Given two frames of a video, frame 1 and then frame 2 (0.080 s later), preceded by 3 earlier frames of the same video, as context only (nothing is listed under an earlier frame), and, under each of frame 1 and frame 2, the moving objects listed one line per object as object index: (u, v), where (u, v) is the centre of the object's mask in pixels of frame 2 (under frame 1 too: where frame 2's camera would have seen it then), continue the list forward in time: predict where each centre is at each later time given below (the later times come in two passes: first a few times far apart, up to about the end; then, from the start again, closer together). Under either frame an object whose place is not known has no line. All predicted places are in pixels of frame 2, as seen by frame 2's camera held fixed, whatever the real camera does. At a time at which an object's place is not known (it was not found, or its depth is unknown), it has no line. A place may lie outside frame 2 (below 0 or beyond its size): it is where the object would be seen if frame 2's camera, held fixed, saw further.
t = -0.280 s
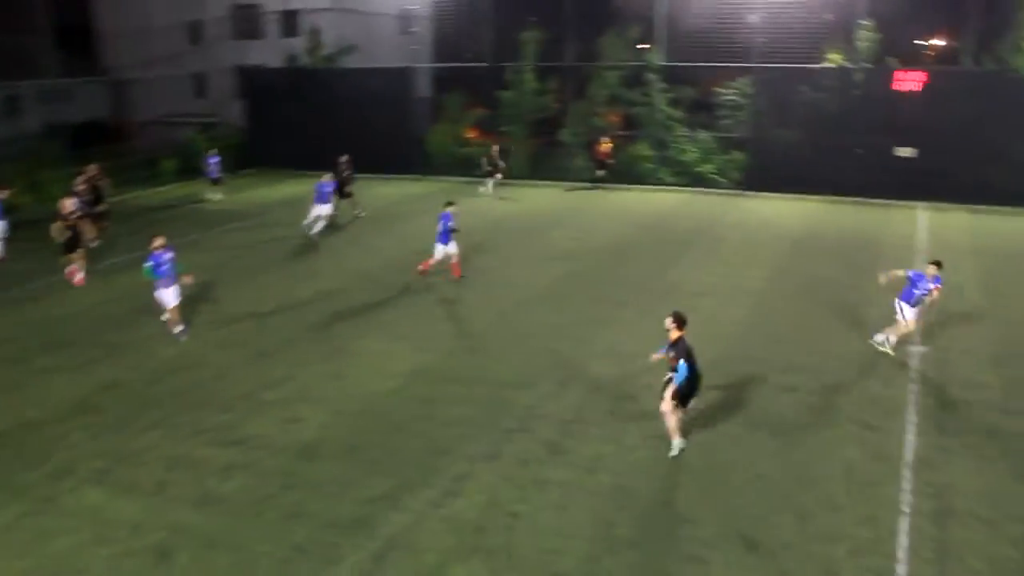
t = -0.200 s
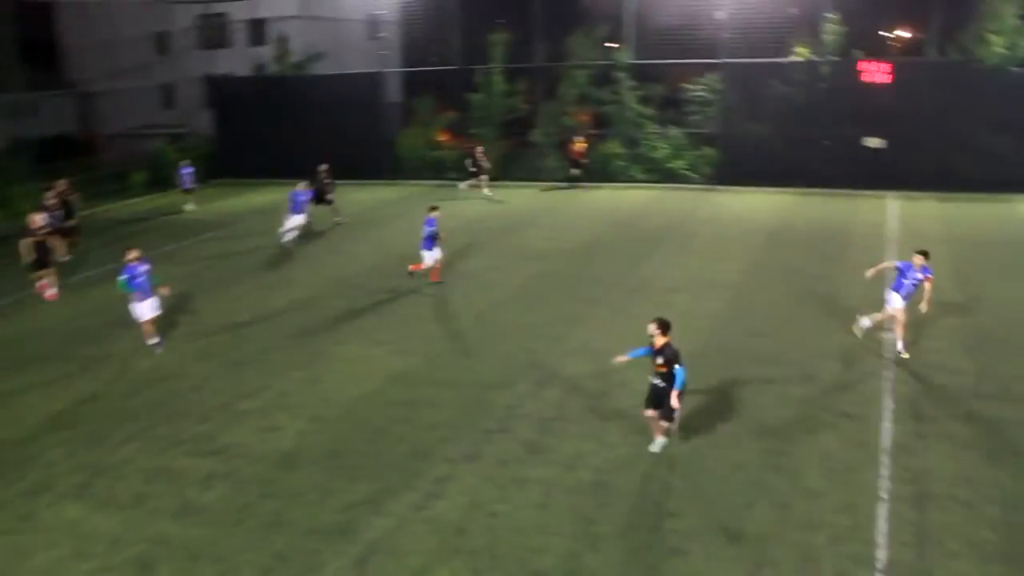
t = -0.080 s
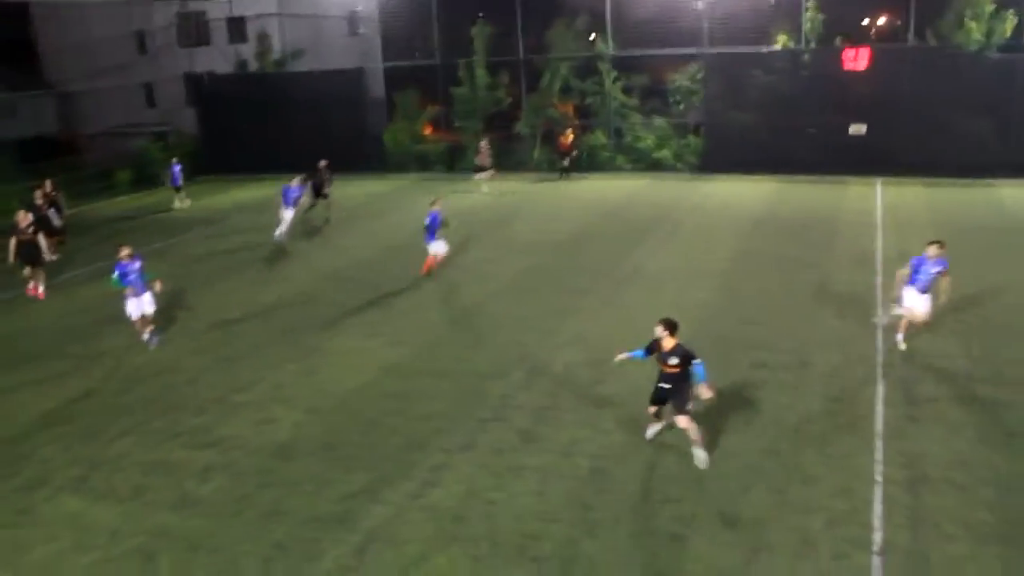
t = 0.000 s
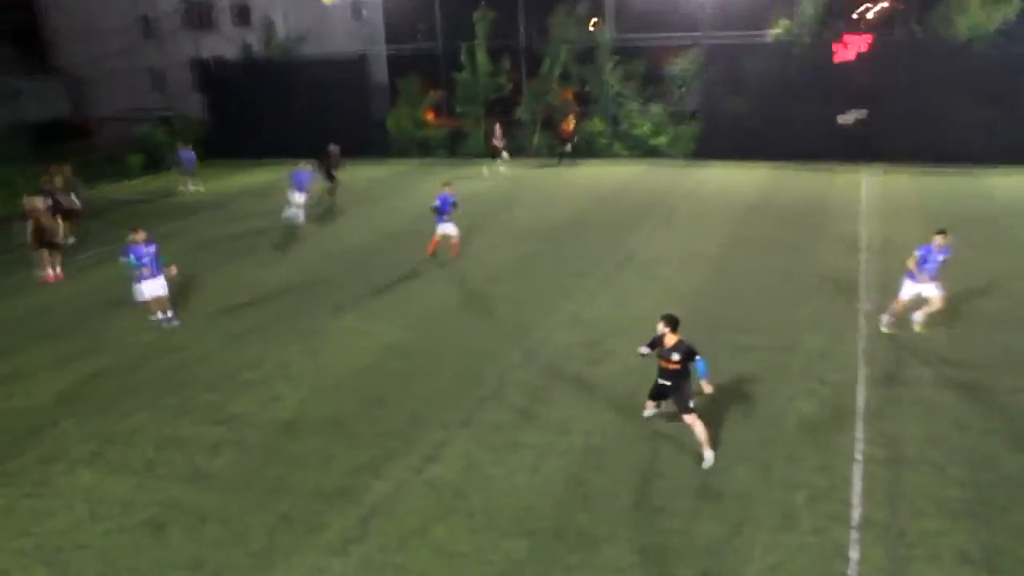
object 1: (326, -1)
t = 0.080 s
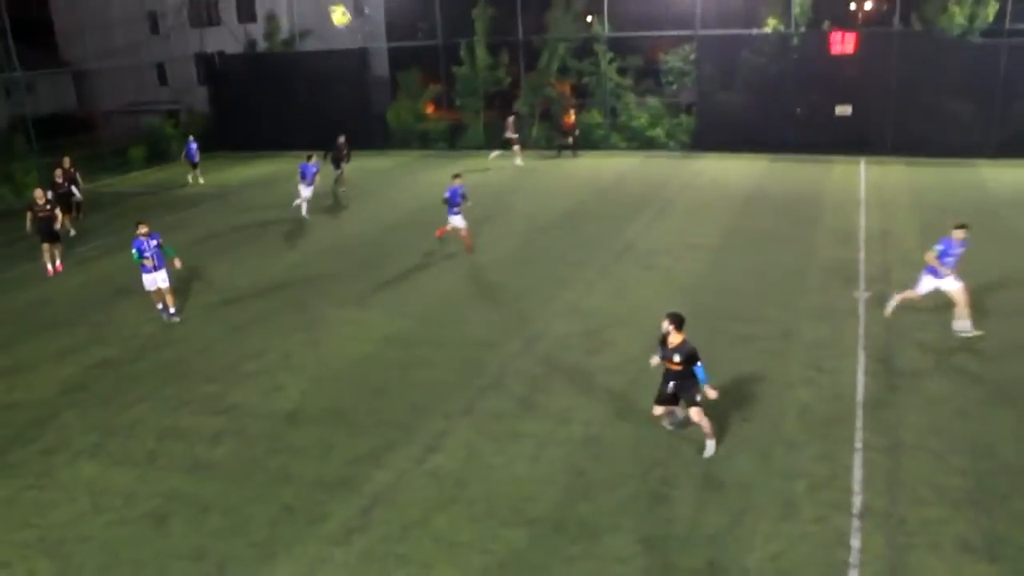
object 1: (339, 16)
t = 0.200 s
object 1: (364, 77)
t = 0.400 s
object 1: (414, 222)
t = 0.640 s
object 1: (506, 488)
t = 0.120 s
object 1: (348, 35)
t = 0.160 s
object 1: (355, 55)
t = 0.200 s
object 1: (364, 77)
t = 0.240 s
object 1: (372, 101)
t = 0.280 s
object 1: (379, 127)
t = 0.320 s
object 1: (389, 159)
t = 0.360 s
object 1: (402, 188)
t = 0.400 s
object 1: (414, 222)
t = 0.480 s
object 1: (443, 298)
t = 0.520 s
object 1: (458, 341)
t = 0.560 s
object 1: (474, 388)
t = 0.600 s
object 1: (488, 436)
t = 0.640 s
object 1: (506, 488)
